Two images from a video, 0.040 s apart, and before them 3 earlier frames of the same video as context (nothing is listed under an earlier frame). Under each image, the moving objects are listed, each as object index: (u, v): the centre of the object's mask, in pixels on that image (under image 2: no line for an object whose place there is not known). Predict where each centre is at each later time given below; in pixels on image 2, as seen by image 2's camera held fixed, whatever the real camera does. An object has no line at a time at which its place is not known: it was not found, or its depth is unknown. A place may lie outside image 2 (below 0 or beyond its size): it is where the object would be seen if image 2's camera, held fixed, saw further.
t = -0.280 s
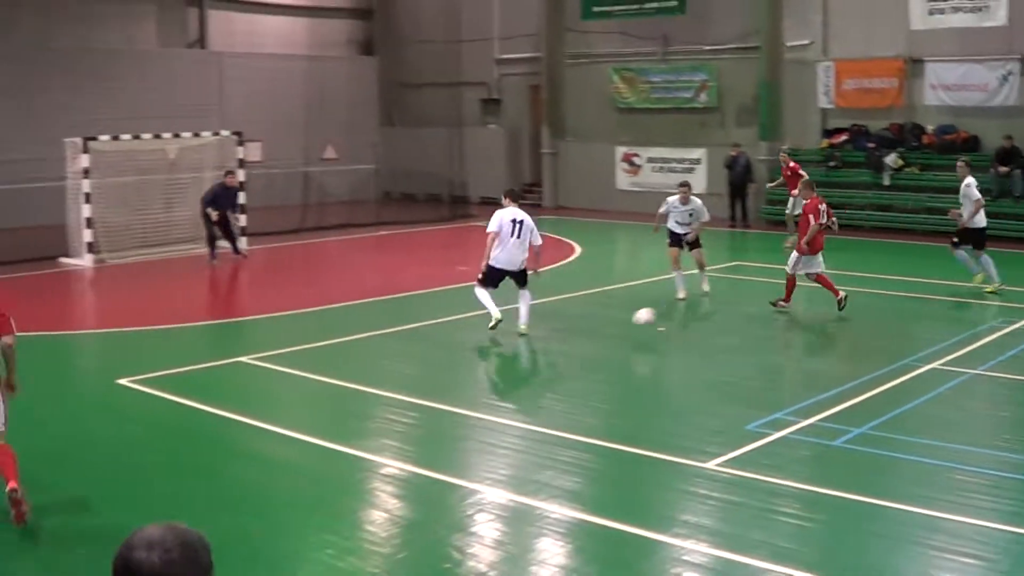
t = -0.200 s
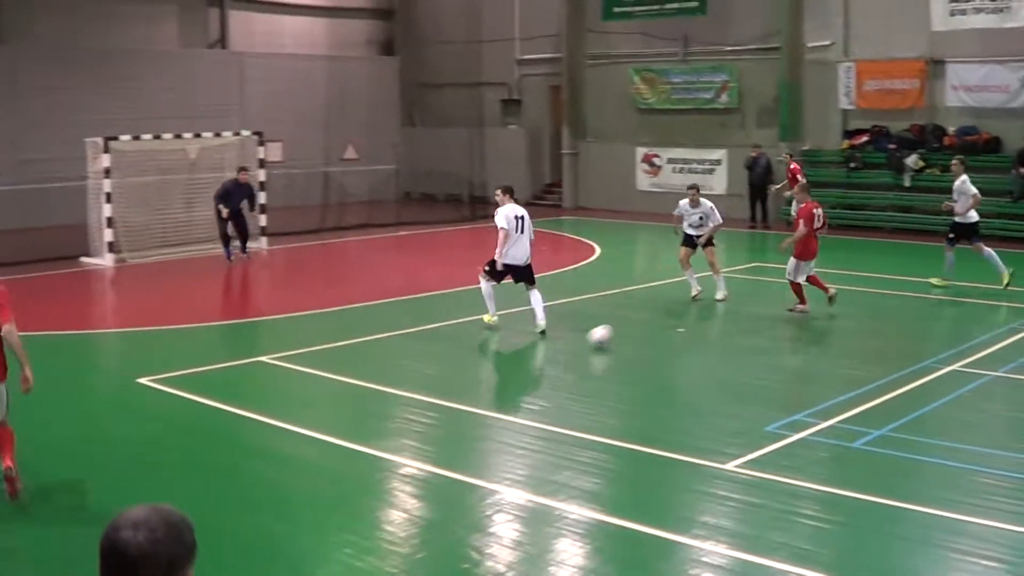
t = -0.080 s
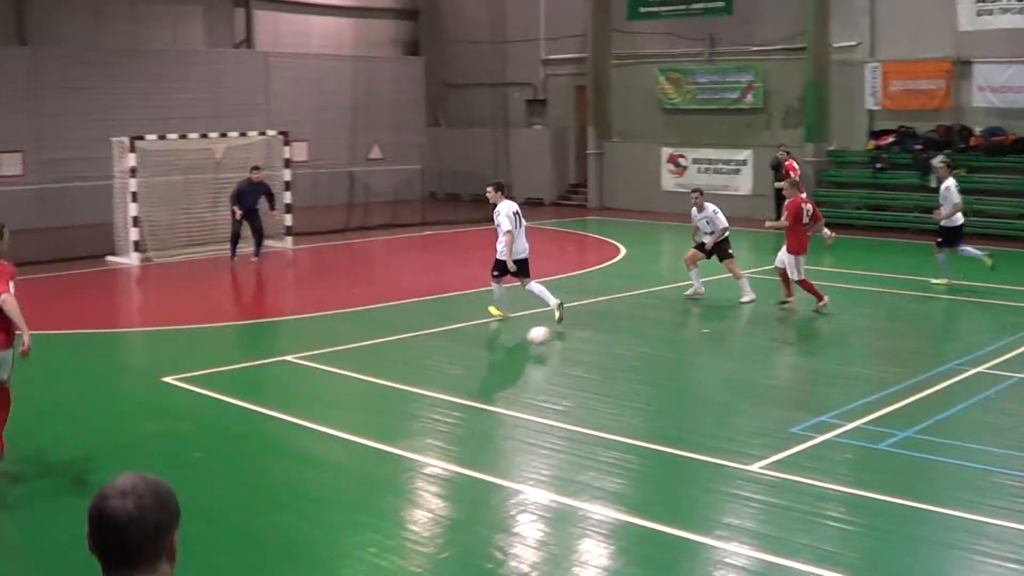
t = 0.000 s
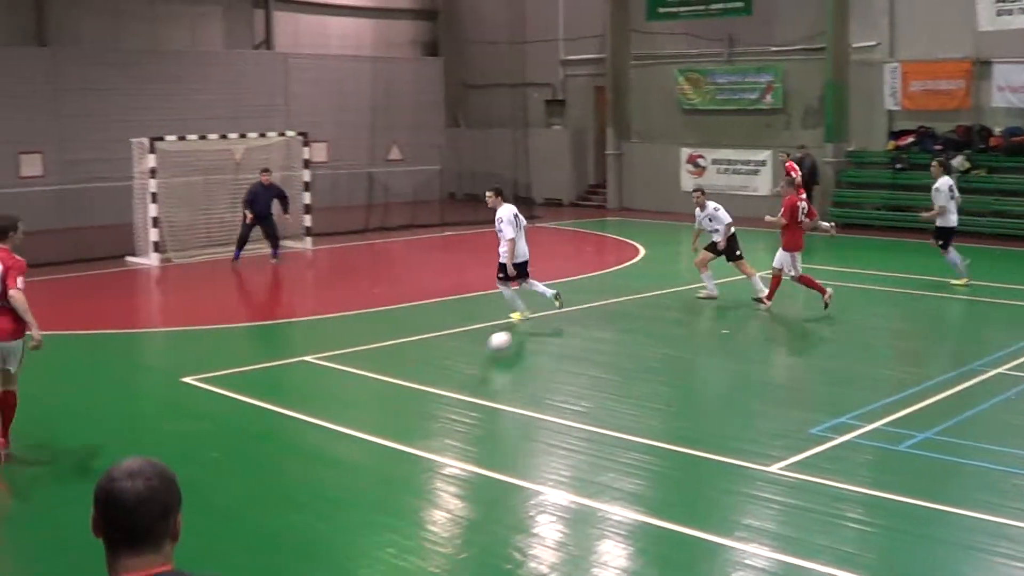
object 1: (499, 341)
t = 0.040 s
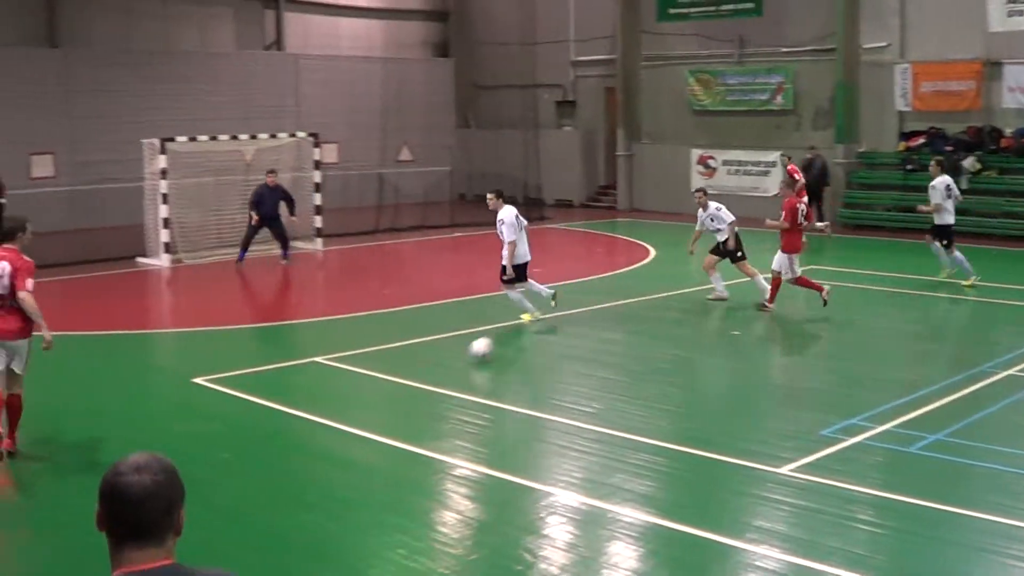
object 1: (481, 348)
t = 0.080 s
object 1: (453, 352)
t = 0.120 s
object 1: (426, 351)
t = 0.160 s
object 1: (400, 351)
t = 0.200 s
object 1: (371, 353)
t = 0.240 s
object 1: (342, 356)
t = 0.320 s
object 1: (285, 356)
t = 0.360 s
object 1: (260, 358)
